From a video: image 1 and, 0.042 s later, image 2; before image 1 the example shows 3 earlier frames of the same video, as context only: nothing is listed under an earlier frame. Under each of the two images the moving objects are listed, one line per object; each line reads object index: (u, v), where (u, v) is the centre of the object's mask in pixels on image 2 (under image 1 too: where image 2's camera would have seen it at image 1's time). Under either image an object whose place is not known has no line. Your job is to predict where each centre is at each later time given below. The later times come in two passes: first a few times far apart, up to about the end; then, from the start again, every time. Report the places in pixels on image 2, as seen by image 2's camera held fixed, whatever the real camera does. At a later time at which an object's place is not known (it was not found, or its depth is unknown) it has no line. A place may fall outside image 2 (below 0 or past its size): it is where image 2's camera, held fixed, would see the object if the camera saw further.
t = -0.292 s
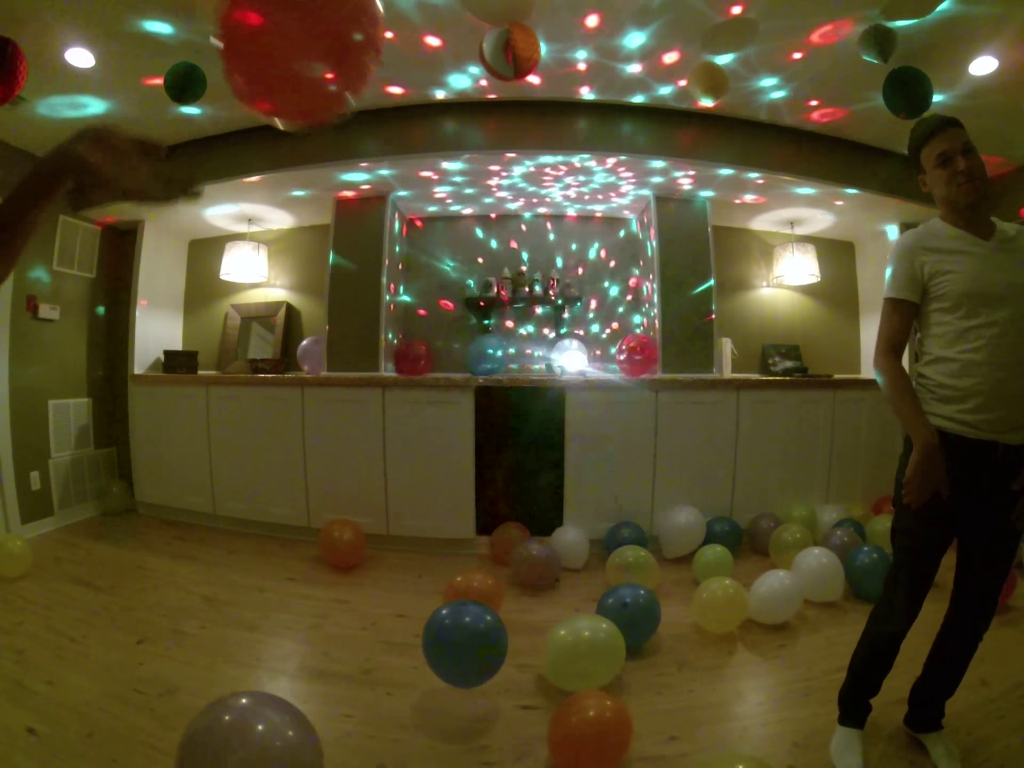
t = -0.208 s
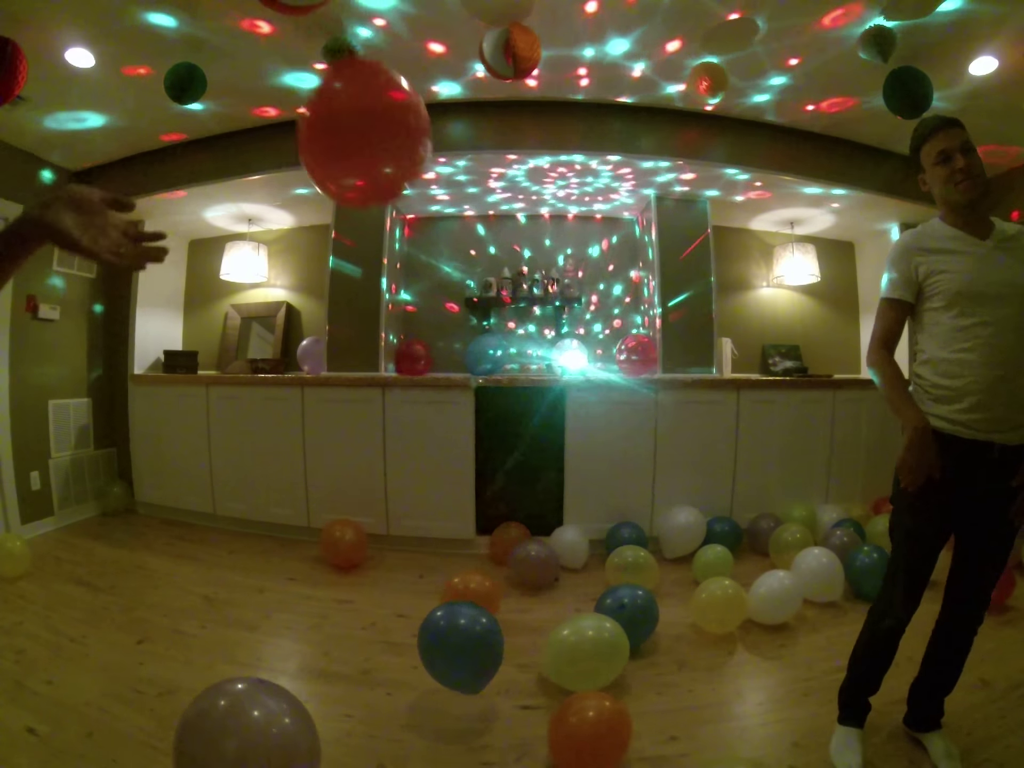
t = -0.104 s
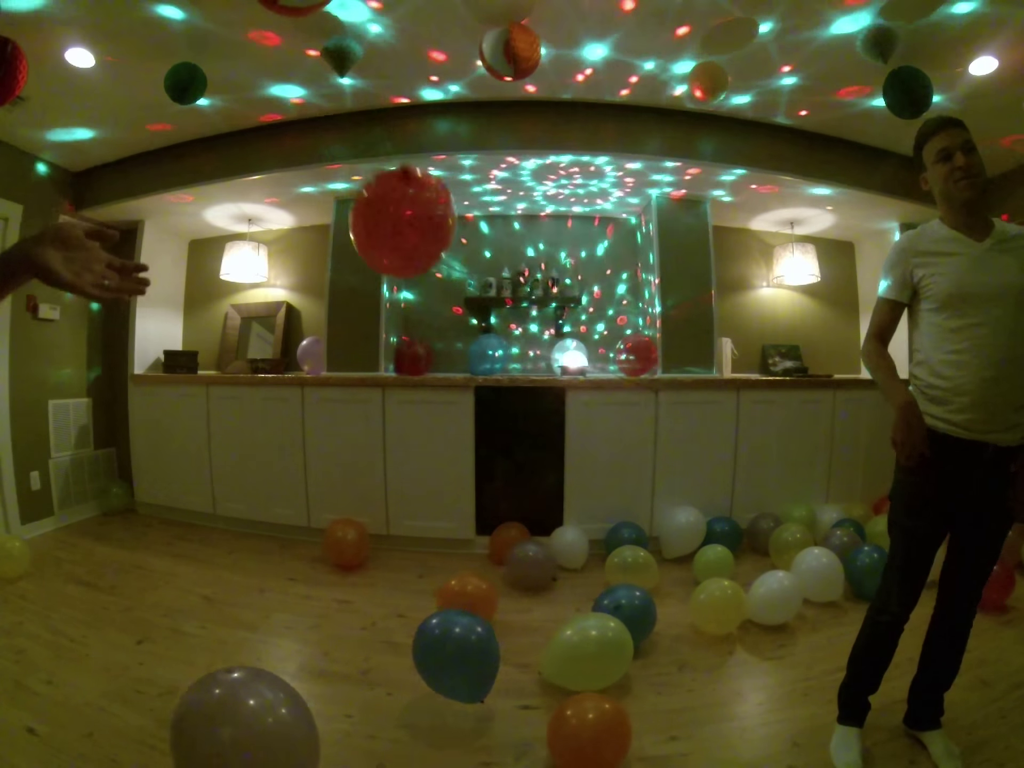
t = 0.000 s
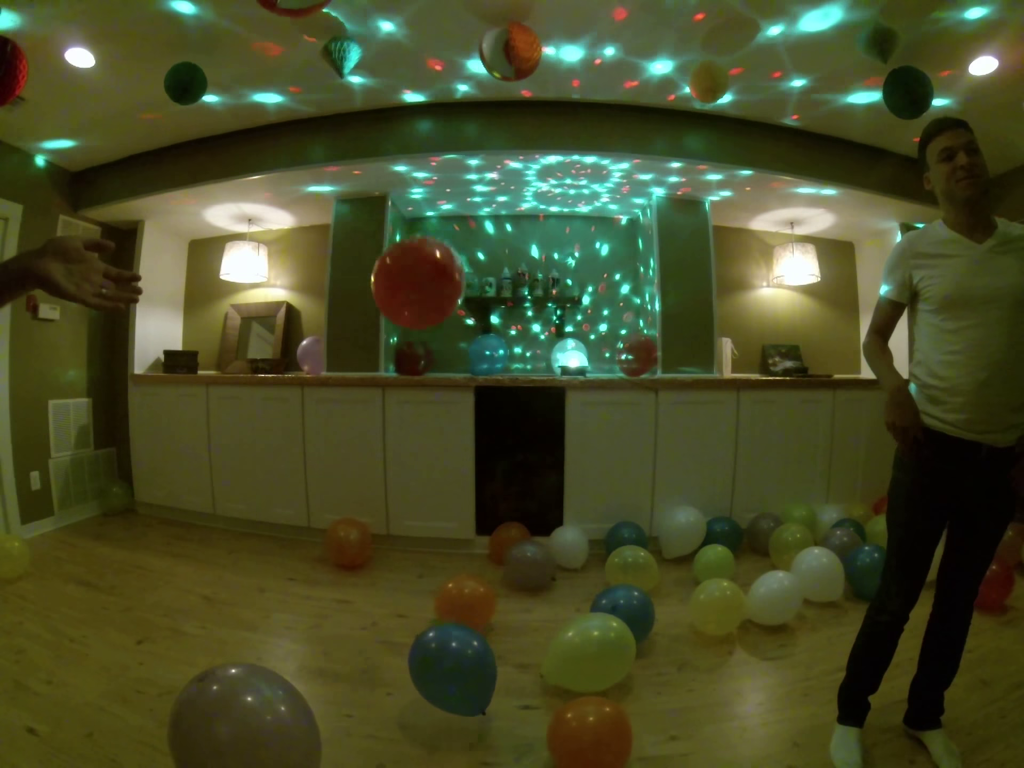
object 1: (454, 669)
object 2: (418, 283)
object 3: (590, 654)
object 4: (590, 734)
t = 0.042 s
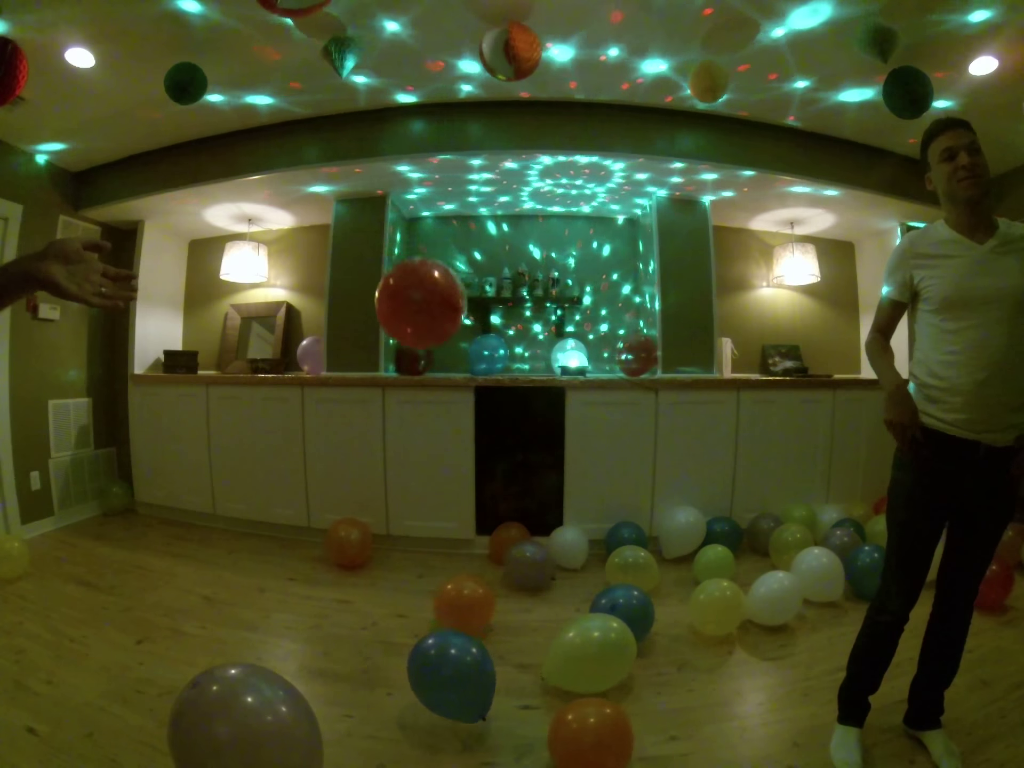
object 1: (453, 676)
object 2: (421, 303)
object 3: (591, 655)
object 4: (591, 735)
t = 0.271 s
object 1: (443, 687)
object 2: (427, 398)
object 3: (591, 661)
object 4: (594, 738)
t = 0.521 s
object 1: (422, 674)
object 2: (438, 486)
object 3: (593, 667)
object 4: (596, 737)
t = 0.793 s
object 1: (402, 689)
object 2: (449, 559)
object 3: (603, 671)
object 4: (601, 735)
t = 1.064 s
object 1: (373, 716)
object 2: (451, 557)
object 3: (612, 670)
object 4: (610, 736)
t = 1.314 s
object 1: (340, 729)
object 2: (453, 562)
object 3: (622, 673)
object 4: (620, 736)
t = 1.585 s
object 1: (309, 734)
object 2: (452, 550)
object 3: (622, 670)
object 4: (635, 734)
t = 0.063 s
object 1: (452, 679)
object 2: (422, 313)
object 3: (591, 655)
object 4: (591, 735)
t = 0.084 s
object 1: (452, 683)
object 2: (422, 322)
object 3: (591, 656)
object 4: (592, 735)
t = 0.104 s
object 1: (452, 687)
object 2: (423, 331)
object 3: (591, 656)
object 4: (592, 736)
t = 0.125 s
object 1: (451, 692)
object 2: (424, 340)
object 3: (591, 656)
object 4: (593, 737)
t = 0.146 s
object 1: (451, 697)
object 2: (424, 349)
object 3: (591, 657)
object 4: (593, 737)
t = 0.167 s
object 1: (451, 699)
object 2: (424, 357)
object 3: (591, 657)
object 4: (594, 737)
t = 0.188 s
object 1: (450, 701)
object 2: (425, 366)
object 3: (591, 658)
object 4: (594, 738)
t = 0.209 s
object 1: (449, 699)
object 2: (425, 374)
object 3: (591, 659)
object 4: (594, 738)
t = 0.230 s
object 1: (447, 694)
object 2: (426, 382)
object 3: (592, 659)
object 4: (594, 738)
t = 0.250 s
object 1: (445, 690)
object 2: (426, 390)
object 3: (591, 660)
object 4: (594, 738)
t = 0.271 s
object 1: (443, 687)
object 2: (427, 398)
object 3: (591, 661)
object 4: (594, 738)
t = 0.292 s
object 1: (441, 685)
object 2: (427, 406)
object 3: (591, 661)
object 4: (594, 738)
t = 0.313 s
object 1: (439, 683)
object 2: (428, 414)
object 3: (591, 662)
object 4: (594, 737)
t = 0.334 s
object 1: (438, 681)
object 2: (429, 422)
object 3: (591, 662)
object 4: (594, 737)
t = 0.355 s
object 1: (436, 680)
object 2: (430, 430)
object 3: (591, 663)
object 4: (594, 737)
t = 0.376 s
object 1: (434, 678)
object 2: (431, 438)
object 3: (592, 663)
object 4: (594, 738)
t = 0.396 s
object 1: (432, 677)
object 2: (432, 445)
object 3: (592, 664)
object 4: (595, 737)
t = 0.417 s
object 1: (431, 676)
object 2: (433, 452)
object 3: (592, 664)
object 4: (595, 738)
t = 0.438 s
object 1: (429, 675)
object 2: (434, 461)
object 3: (593, 665)
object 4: (595, 737)
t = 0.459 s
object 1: (427, 674)
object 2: (435, 466)
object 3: (593, 665)
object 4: (595, 737)
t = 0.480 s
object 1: (426, 674)
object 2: (436, 473)
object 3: (593, 666)
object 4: (595, 737)
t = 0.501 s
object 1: (424, 674)
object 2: (437, 479)
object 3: (593, 666)
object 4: (595, 737)
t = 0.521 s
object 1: (422, 674)
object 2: (438, 486)
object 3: (593, 667)
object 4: (596, 737)
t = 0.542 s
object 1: (420, 674)
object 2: (439, 492)
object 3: (594, 667)
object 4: (596, 737)
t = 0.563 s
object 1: (418, 674)
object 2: (440, 498)
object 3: (594, 667)
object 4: (596, 737)
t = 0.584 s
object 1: (417, 674)
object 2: (440, 505)
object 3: (595, 667)
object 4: (596, 737)
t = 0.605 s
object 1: (415, 675)
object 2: (441, 511)
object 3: (595, 667)
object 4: (597, 737)
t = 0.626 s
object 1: (414, 676)
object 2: (442, 517)
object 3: (595, 668)
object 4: (597, 736)
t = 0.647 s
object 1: (412, 677)
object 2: (443, 522)
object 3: (596, 668)
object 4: (597, 736)
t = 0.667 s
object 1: (410, 678)
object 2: (443, 528)
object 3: (597, 669)
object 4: (598, 736)
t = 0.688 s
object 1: (409, 679)
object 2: (444, 534)
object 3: (599, 669)
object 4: (598, 735)
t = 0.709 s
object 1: (407, 681)
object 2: (445, 539)
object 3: (600, 670)
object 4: (598, 735)
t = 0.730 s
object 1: (405, 682)
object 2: (446, 544)
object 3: (600, 670)
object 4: (599, 735)
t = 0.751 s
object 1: (404, 684)
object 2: (447, 550)
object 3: (602, 670)
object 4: (599, 735)
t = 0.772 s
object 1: (403, 687)
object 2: (448, 555)
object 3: (602, 671)
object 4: (600, 735)
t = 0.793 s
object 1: (402, 689)
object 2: (449, 559)
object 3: (603, 671)
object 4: (601, 735)
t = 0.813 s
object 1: (400, 691)
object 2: (449, 559)
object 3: (604, 671)
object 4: (601, 735)
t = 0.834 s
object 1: (399, 694)
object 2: (449, 559)
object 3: (603, 671)
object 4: (602, 735)
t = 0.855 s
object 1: (398, 698)
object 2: (449, 558)
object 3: (604, 671)
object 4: (603, 735)
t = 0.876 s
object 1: (397, 701)
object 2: (449, 558)
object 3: (606, 672)
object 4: (604, 736)
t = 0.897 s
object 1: (396, 705)
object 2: (449, 557)
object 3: (606, 672)
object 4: (604, 736)
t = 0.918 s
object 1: (394, 706)
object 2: (449, 557)
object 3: (608, 672)
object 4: (605, 736)
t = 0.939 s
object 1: (391, 707)
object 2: (450, 557)
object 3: (608, 672)
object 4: (605, 736)
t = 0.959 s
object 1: (388, 709)
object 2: (449, 557)
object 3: (608, 673)
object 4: (606, 736)
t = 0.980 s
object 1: (385, 710)
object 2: (450, 557)
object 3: (609, 672)
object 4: (607, 736)
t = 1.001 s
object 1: (382, 711)
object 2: (450, 557)
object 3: (611, 673)
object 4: (608, 736)
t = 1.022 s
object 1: (379, 714)
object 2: (450, 557)
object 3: (611, 673)
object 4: (609, 736)
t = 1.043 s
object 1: (376, 715)
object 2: (450, 557)
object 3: (611, 670)
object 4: (610, 736)
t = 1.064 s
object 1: (373, 716)
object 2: (451, 557)
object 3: (612, 670)
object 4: (610, 736)
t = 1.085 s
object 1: (370, 718)
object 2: (451, 557)
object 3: (614, 673)
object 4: (611, 736)
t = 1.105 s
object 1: (368, 720)
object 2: (451, 557)
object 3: (615, 673)
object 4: (612, 736)
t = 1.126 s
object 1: (365, 721)
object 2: (452, 557)
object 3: (615, 672)
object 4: (613, 736)
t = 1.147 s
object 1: (362, 722)
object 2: (452, 557)
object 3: (616, 672)
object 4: (614, 736)
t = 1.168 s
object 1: (360, 724)
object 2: (452, 557)
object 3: (617, 672)
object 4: (614, 736)
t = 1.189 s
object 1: (357, 725)
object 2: (452, 557)
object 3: (618, 672)
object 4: (615, 737)
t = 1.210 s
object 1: (354, 726)
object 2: (452, 558)
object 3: (618, 672)
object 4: (616, 736)
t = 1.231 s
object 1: (352, 726)
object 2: (453, 558)
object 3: (619, 672)
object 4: (617, 736)
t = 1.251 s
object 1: (349, 727)
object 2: (453, 559)
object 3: (621, 673)
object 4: (618, 736)
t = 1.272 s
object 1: (346, 728)
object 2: (453, 560)
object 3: (621, 672)
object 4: (618, 736)
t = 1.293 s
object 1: (343, 728)
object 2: (453, 561)
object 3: (621, 673)
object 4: (619, 736)
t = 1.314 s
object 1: (340, 729)
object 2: (453, 562)
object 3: (622, 673)
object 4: (620, 736)
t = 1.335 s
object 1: (337, 729)
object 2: (453, 564)
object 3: (622, 672)
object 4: (621, 736)
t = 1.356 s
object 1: (335, 729)
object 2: (454, 566)
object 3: (622, 672)
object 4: (622, 735)
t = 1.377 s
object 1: (332, 730)
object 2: (454, 566)
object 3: (622, 672)
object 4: (623, 735)
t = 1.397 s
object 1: (330, 730)
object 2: (454, 566)
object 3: (622, 672)
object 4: (624, 736)
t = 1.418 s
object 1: (328, 731)
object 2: (454, 566)
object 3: (622, 671)
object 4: (625, 735)
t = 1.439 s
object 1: (325, 731)
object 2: (454, 565)
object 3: (622, 671)
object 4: (626, 735)
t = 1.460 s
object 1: (323, 731)
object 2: (454, 563)
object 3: (622, 670)
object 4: (627, 734)
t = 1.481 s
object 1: (320, 732)
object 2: (454, 561)
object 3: (622, 670)
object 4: (628, 735)
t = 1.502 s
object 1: (318, 732)
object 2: (454, 559)
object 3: (622, 670)
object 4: (629, 735)
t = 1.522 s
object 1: (316, 733)
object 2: (453, 555)
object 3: (622, 670)
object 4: (630, 734)
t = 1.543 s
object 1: (314, 733)
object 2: (453, 552)
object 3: (622, 670)
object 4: (632, 734)
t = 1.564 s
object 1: (312, 733)
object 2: (453, 551)
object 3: (622, 670)
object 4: (633, 734)
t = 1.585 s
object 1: (309, 734)
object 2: (452, 550)
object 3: (622, 670)
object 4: (635, 734)
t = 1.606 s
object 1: (308, 734)
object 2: (452, 549)
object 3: (622, 670)
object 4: (636, 734)
